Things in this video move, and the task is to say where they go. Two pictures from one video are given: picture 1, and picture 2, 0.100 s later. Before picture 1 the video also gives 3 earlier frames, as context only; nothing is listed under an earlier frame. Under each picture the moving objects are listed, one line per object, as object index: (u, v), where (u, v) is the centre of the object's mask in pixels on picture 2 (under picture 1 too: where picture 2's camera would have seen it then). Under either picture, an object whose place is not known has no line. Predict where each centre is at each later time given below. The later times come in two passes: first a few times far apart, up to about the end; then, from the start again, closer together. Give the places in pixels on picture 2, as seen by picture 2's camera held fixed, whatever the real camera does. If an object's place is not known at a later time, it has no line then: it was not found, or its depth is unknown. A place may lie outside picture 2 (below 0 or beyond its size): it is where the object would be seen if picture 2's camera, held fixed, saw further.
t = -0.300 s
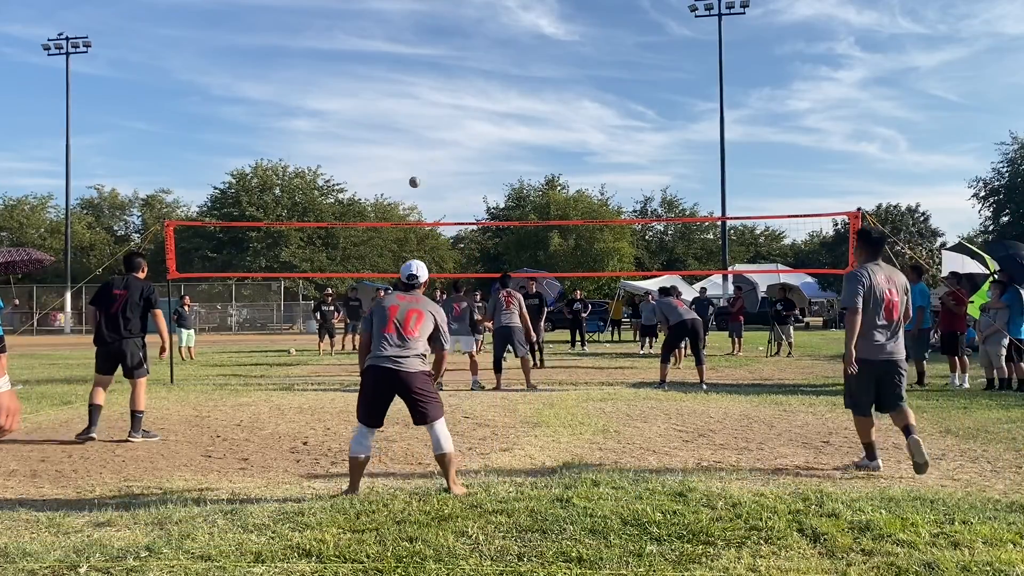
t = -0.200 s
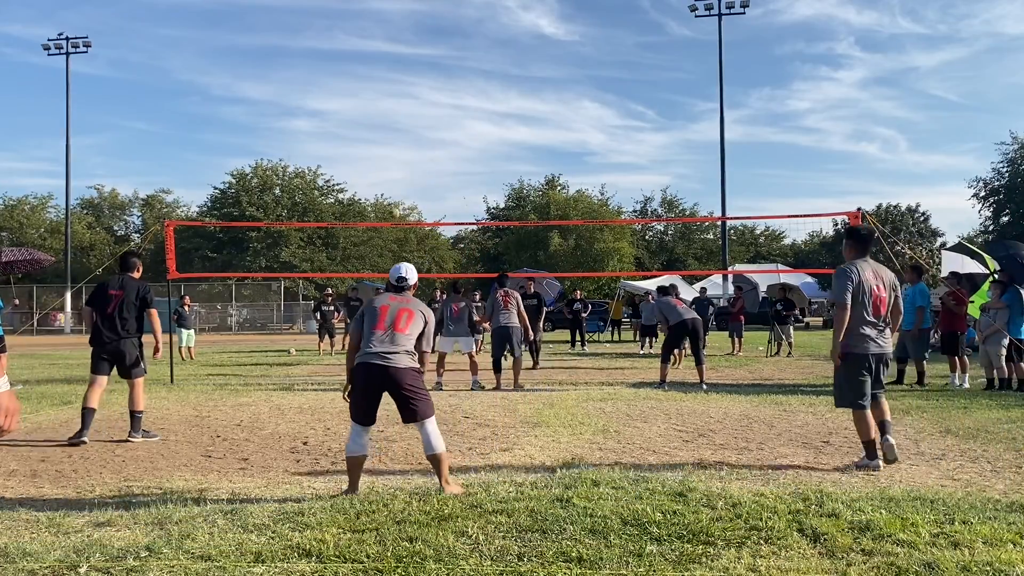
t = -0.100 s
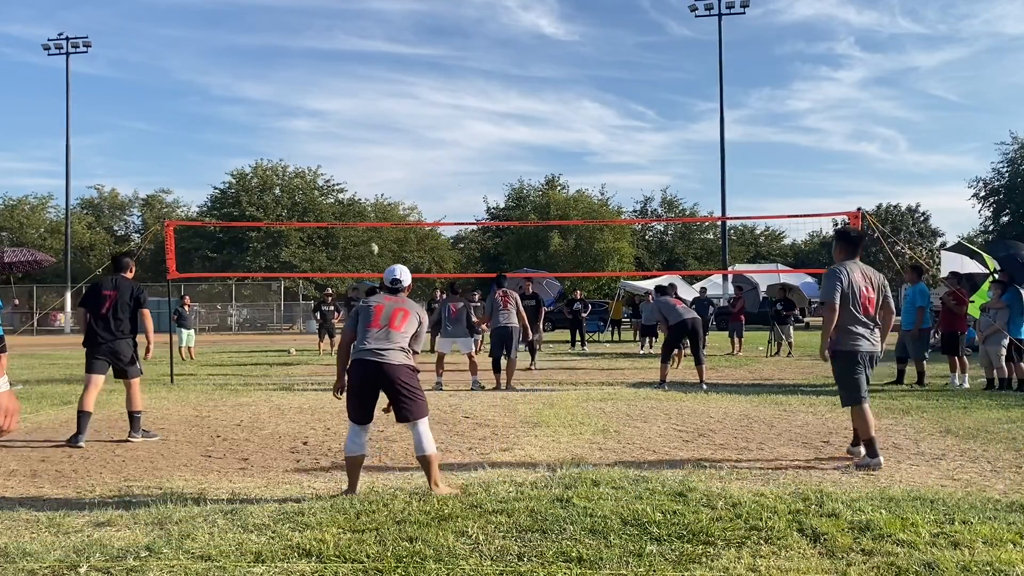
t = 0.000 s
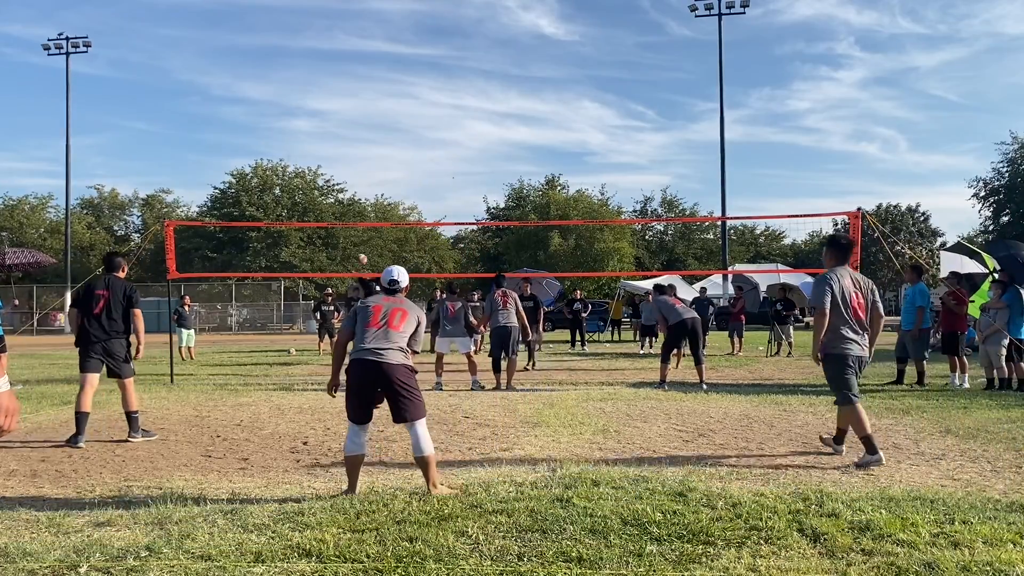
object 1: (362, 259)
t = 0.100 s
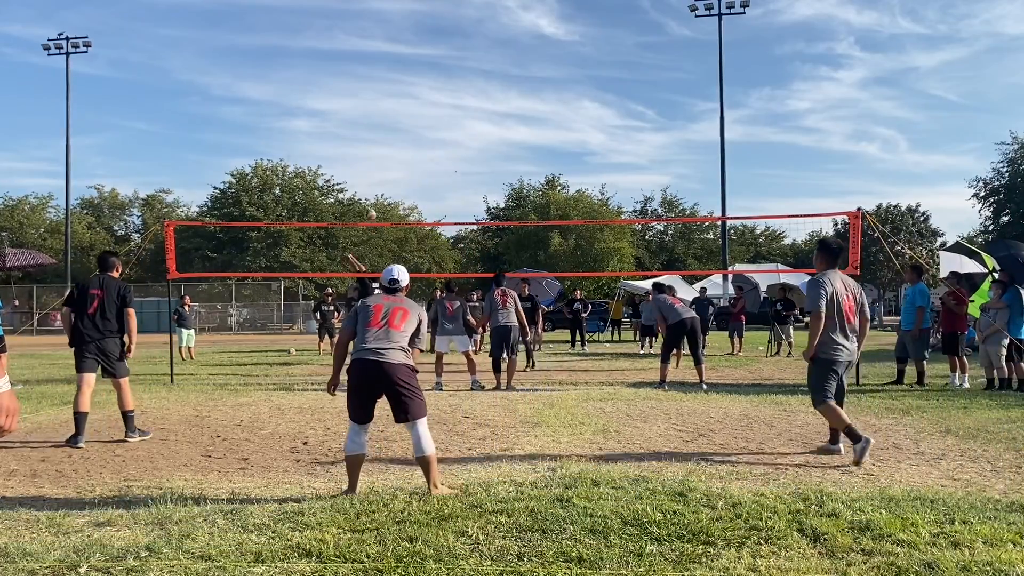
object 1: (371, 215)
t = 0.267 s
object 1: (384, 153)
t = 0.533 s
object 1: (406, 87)
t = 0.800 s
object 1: (427, 62)
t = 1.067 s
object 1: (447, 78)
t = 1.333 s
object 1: (466, 132)
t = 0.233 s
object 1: (381, 164)
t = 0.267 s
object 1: (384, 153)
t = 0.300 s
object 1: (386, 143)
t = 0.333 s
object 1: (390, 133)
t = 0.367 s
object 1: (392, 123)
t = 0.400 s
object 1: (395, 115)
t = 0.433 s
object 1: (398, 107)
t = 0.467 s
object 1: (400, 100)
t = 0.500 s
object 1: (403, 93)
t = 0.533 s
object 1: (406, 87)
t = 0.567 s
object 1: (408, 82)
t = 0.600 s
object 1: (411, 77)
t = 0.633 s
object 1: (413, 73)
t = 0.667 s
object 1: (416, 70)
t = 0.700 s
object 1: (419, 67)
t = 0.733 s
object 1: (421, 65)
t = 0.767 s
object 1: (424, 63)
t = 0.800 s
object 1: (427, 62)
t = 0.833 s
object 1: (429, 62)
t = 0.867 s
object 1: (432, 62)
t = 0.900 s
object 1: (434, 63)
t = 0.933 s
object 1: (437, 65)
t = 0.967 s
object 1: (439, 67)
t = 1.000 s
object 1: (441, 70)
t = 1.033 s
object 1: (444, 74)
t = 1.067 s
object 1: (447, 78)
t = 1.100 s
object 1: (450, 82)
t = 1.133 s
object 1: (452, 88)
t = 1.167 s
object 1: (454, 94)
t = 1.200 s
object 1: (456, 100)
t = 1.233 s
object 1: (459, 107)
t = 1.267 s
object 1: (461, 115)
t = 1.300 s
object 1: (463, 124)
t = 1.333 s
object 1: (466, 132)
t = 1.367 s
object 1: (468, 142)
